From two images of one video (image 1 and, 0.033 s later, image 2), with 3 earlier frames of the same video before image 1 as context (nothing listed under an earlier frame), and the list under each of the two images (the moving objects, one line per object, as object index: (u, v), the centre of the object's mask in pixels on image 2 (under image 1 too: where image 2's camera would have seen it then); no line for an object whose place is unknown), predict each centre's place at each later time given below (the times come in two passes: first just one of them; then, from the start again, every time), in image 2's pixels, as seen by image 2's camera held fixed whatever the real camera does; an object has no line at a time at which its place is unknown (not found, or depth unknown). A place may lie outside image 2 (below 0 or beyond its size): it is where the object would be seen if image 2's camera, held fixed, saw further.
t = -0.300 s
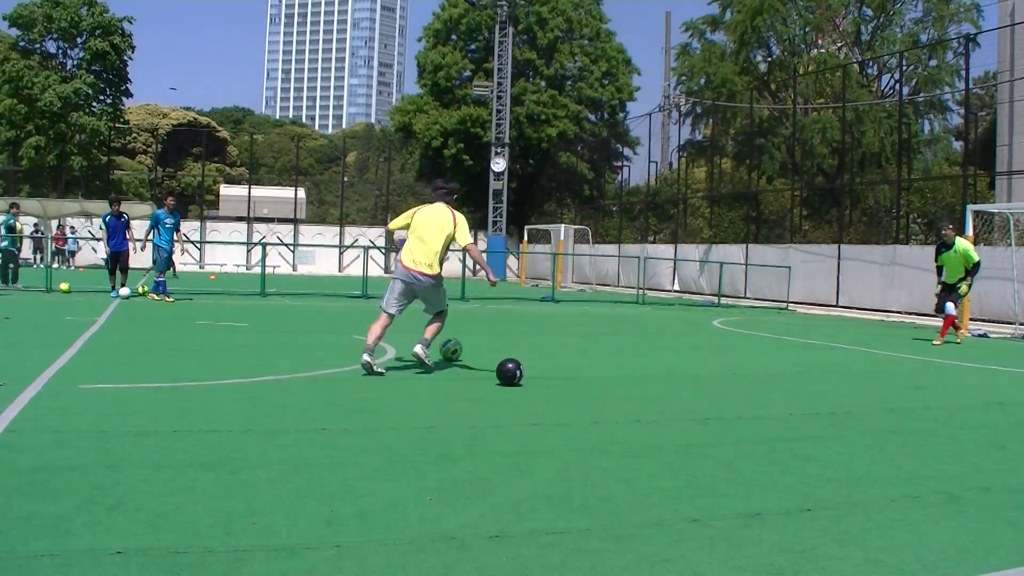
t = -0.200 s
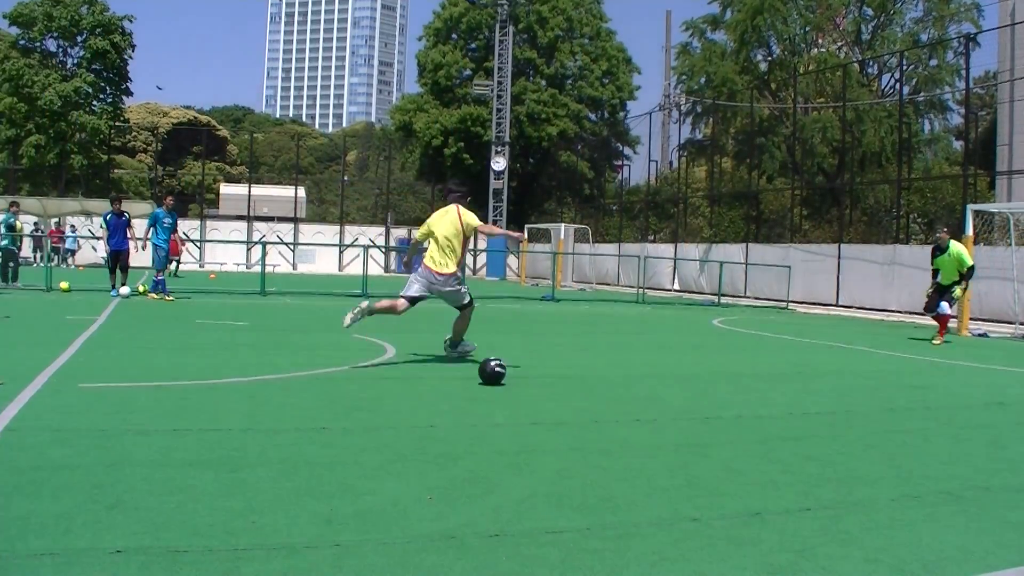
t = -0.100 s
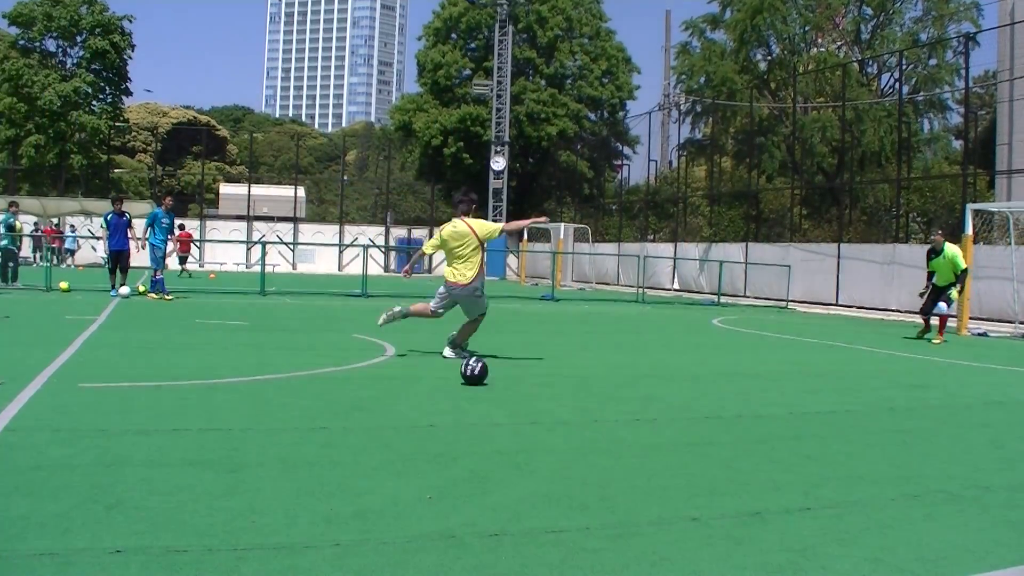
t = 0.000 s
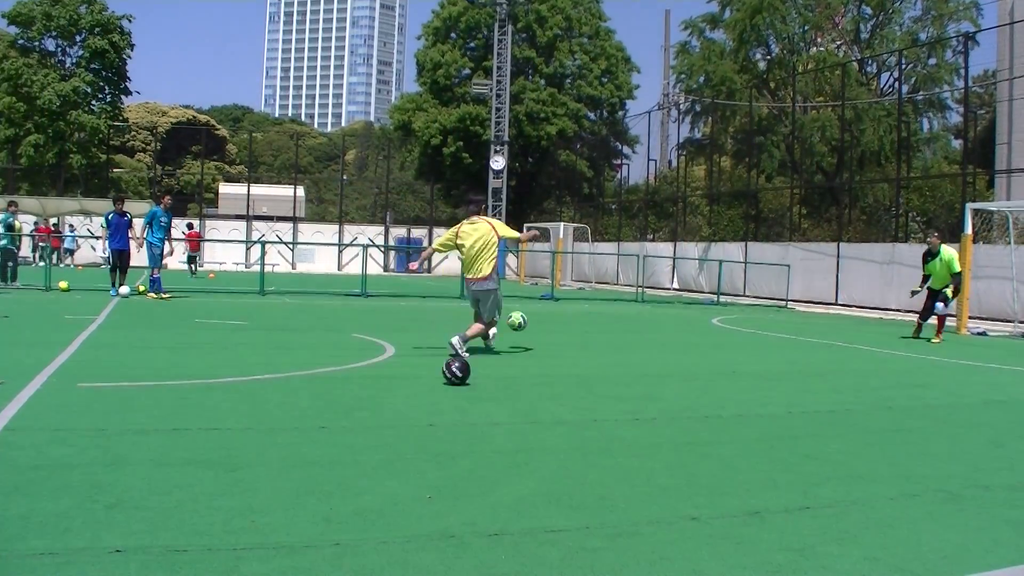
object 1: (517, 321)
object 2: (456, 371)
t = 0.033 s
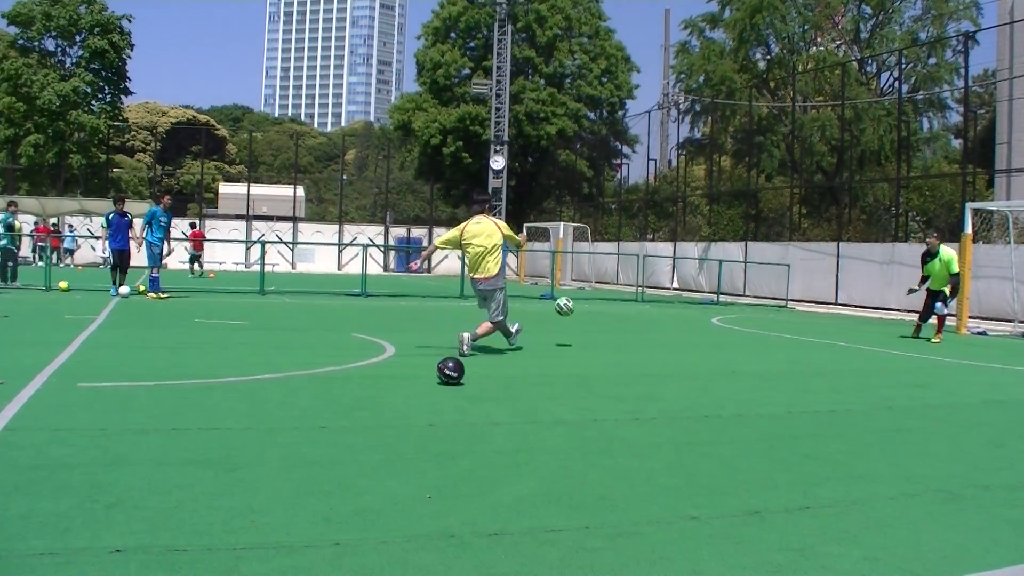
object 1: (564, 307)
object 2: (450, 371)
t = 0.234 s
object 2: (415, 371)
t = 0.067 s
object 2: (444, 371)
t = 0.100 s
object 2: (438, 371)
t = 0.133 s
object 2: (433, 372)
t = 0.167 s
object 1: (725, 265)
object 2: (427, 372)
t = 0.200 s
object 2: (421, 372)
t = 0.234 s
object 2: (415, 371)
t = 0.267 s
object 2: (409, 371)
